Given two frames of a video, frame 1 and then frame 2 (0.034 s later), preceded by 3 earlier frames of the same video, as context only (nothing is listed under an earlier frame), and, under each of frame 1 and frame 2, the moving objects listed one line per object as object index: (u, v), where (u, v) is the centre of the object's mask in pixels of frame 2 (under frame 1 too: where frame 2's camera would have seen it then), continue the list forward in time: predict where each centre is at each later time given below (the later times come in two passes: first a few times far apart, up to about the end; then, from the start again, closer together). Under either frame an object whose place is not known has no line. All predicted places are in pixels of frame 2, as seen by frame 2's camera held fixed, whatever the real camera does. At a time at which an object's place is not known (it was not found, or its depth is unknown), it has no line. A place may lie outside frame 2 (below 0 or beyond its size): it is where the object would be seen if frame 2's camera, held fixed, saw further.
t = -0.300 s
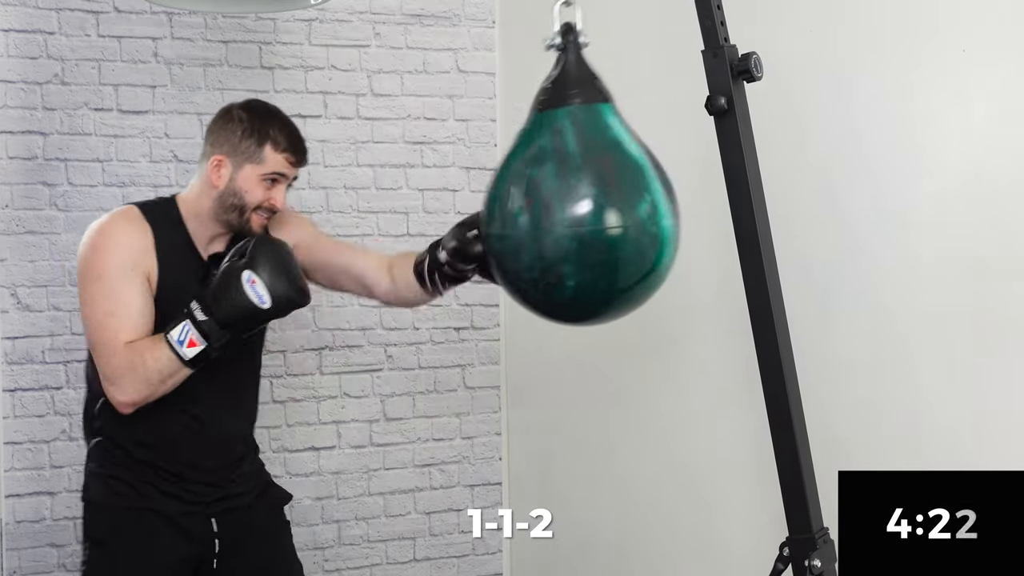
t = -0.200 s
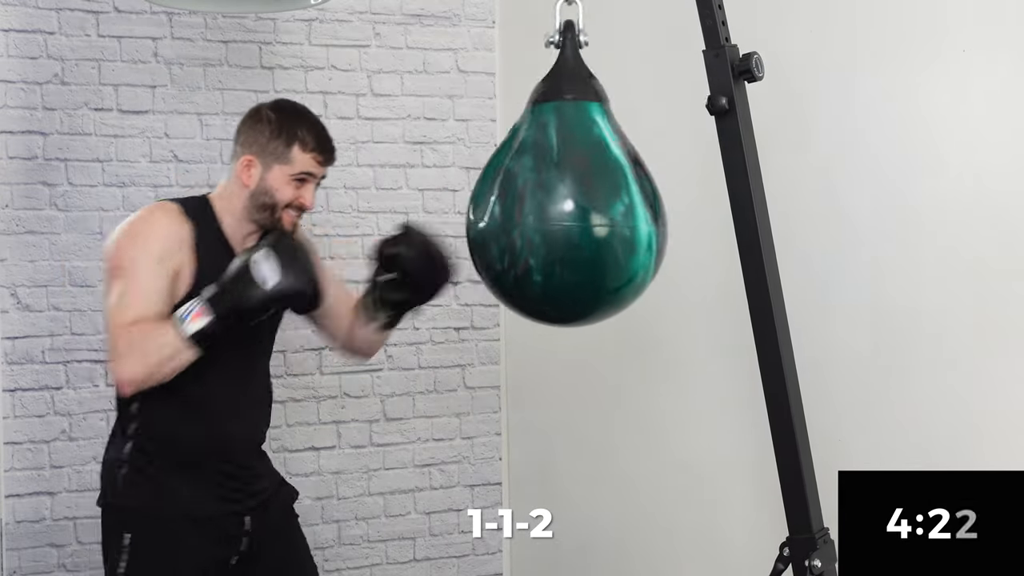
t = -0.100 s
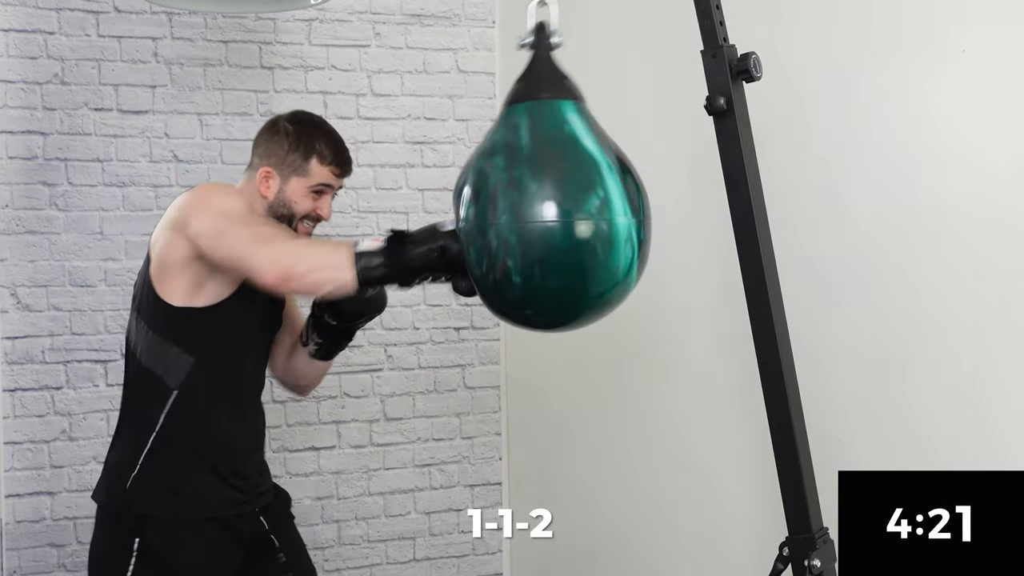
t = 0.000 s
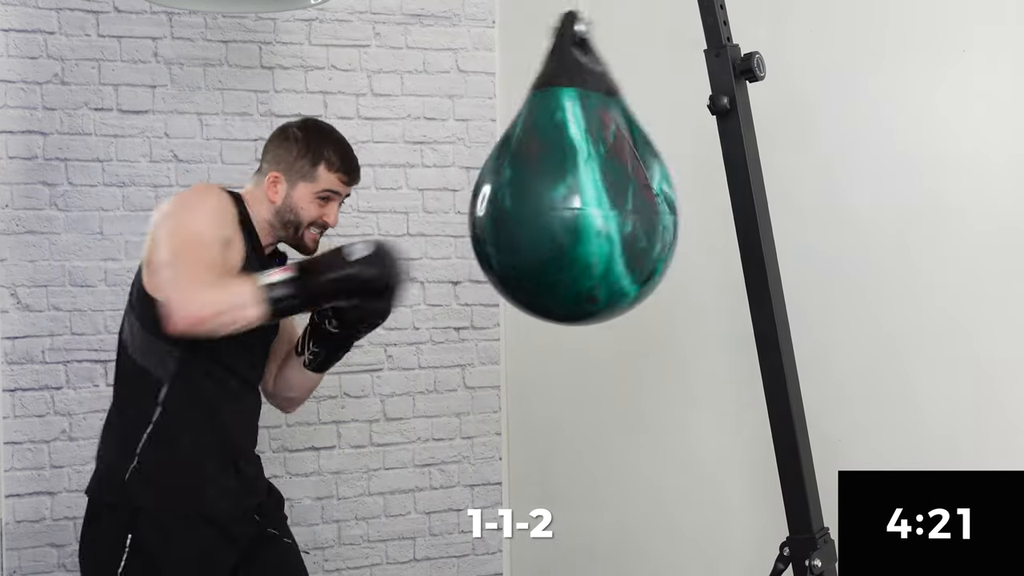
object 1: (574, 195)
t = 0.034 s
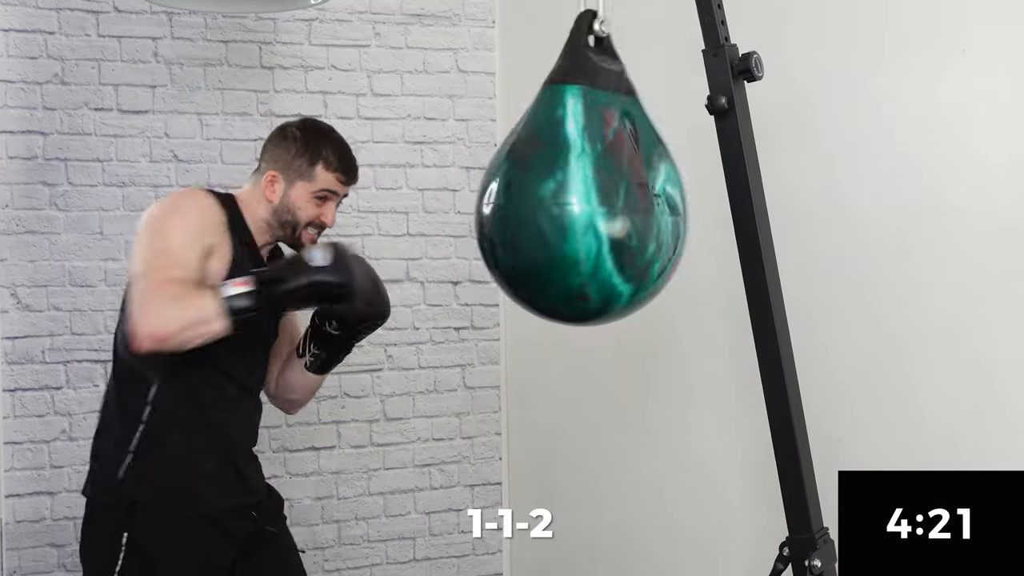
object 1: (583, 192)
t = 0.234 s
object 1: (616, 187)
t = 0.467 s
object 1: (627, 183)
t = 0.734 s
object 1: (589, 191)
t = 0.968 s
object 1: (545, 195)
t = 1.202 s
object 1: (517, 195)
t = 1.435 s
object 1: (518, 192)
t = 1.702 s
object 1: (553, 196)
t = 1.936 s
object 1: (597, 195)
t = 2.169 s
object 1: (624, 188)
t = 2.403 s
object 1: (614, 189)
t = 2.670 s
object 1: (567, 199)
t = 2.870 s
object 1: (532, 199)
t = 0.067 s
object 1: (588, 191)
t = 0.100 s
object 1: (594, 192)
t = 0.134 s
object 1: (599, 191)
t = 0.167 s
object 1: (604, 191)
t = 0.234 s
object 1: (616, 187)
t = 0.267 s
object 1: (618, 184)
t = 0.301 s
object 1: (620, 181)
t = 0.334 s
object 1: (621, 179)
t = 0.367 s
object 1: (624, 179)
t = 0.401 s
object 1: (627, 180)
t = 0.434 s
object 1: (627, 181)
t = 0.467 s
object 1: (627, 183)
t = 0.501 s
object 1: (623, 185)
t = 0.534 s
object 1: (620, 186)
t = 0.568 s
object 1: (617, 186)
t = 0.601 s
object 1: (614, 186)
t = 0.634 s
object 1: (610, 186)
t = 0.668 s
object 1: (604, 187)
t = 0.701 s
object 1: (596, 188)
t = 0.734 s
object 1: (589, 191)
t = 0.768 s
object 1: (583, 194)
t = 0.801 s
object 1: (577, 197)
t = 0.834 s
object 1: (572, 199)
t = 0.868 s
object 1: (565, 199)
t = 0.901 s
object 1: (558, 199)
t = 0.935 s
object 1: (550, 197)
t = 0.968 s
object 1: (545, 195)
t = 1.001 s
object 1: (540, 194)
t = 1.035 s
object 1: (536, 194)
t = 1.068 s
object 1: (529, 193)
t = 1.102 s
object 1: (525, 194)
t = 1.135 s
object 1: (520, 194)
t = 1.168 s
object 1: (519, 195)
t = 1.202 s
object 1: (517, 195)
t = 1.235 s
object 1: (515, 194)
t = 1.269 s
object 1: (513, 192)
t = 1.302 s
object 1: (512, 191)
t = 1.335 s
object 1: (513, 189)
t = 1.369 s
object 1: (514, 190)
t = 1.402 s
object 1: (516, 190)
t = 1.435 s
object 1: (518, 192)
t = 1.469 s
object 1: (520, 194)
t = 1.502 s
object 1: (522, 195)
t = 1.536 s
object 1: (527, 197)
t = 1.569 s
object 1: (532, 198)
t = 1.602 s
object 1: (537, 198)
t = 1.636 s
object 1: (542, 198)
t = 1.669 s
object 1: (547, 197)
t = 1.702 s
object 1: (553, 196)
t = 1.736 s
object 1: (560, 196)
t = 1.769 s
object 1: (565, 196)
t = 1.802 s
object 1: (573, 198)
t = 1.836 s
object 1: (579, 198)
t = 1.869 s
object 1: (585, 198)
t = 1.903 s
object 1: (592, 197)
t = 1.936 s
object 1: (597, 195)
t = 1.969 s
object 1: (603, 193)
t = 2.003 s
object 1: (608, 191)
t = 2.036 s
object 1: (613, 188)
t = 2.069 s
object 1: (617, 187)
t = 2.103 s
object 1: (619, 186)
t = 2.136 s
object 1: (623, 187)
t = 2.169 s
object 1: (624, 188)
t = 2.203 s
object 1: (626, 188)
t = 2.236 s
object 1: (625, 188)
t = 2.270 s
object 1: (624, 188)
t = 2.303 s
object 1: (623, 187)
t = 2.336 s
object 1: (621, 187)
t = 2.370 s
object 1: (617, 188)
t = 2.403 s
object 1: (614, 189)
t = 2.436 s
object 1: (608, 191)
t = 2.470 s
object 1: (604, 193)
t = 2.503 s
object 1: (598, 195)
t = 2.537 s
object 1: (593, 198)
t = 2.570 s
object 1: (586, 199)
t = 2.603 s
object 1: (579, 199)
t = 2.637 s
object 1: (573, 199)
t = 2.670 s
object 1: (567, 199)
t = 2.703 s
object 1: (559, 198)
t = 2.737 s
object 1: (553, 197)
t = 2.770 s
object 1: (549, 198)
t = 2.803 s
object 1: (543, 199)
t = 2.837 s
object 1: (536, 198)
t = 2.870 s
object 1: (532, 199)
